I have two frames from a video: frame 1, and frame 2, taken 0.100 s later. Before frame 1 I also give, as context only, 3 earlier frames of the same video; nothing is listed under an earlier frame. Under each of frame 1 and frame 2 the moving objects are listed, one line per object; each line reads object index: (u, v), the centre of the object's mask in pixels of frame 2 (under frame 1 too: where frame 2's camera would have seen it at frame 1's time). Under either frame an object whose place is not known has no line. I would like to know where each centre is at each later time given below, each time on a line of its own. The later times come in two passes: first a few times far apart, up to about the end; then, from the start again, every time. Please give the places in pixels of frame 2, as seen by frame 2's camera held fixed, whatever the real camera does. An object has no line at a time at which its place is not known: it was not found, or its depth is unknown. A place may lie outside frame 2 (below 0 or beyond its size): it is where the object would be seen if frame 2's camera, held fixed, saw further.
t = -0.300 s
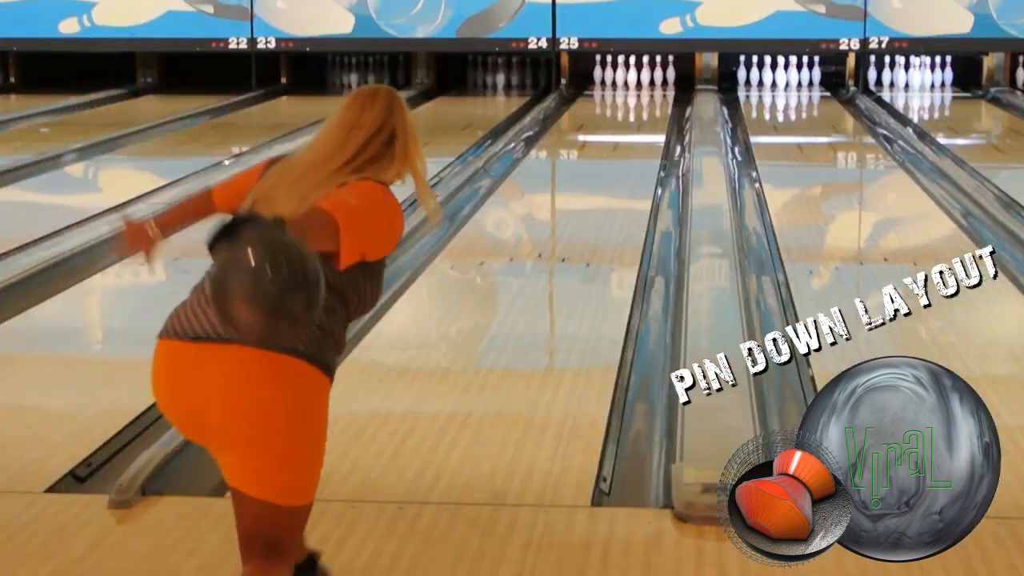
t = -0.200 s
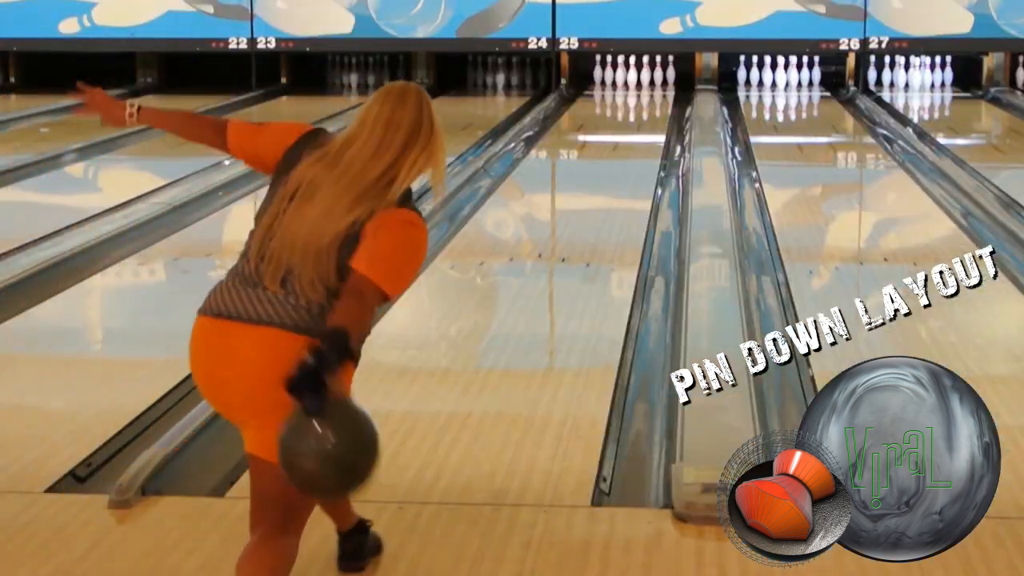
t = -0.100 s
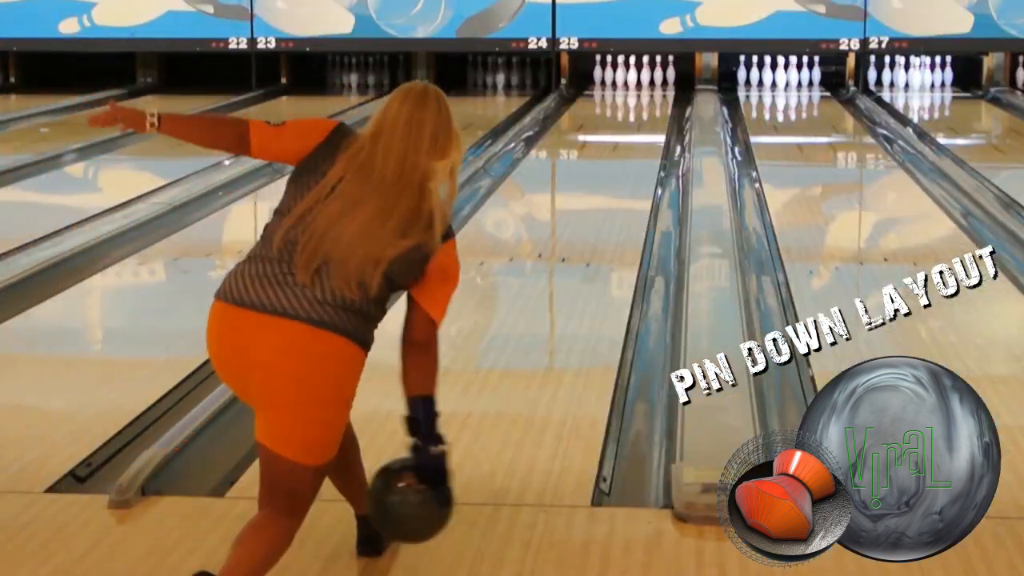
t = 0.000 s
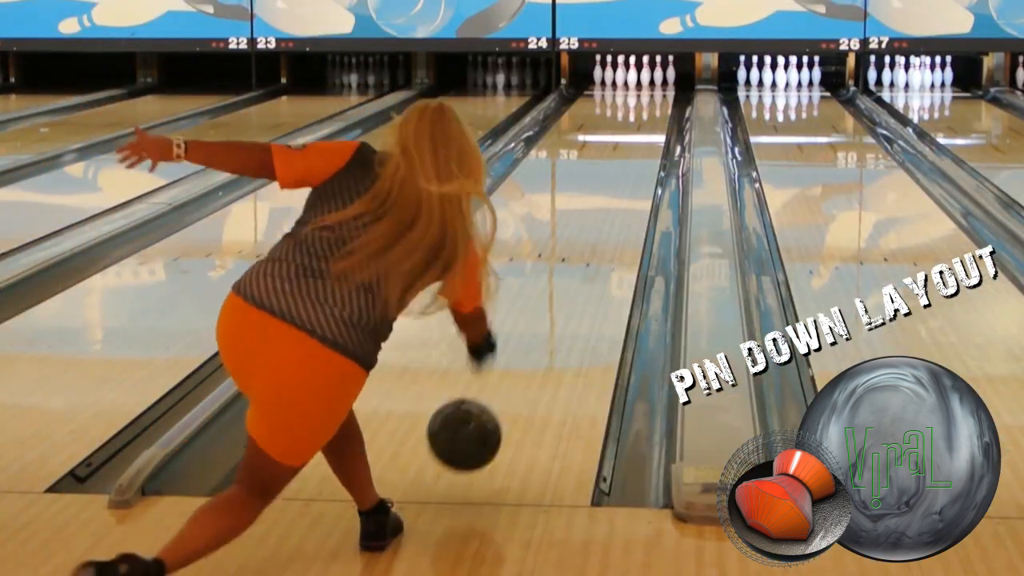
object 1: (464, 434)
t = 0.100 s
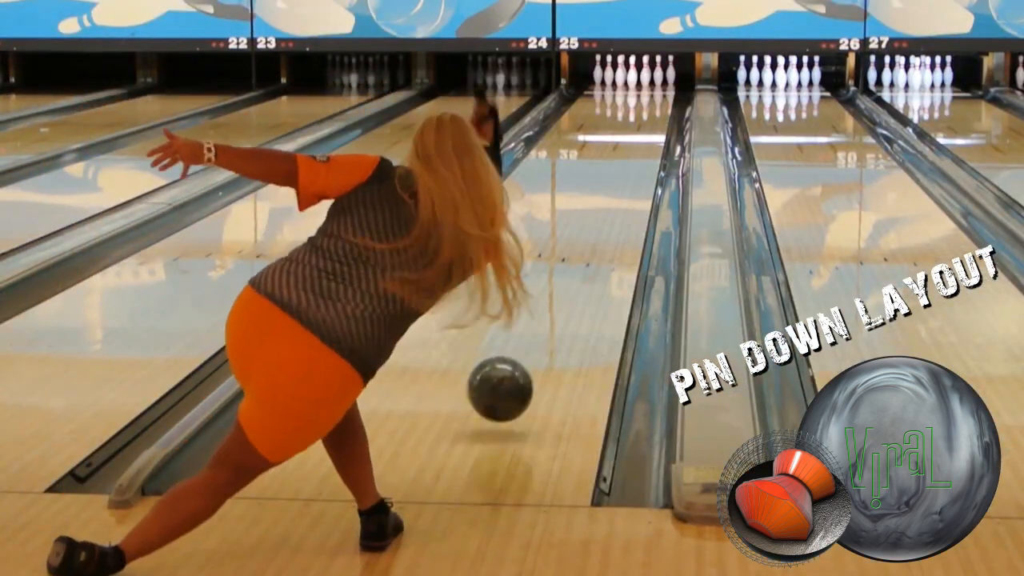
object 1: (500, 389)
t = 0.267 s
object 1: (544, 329)
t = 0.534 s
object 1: (588, 252)
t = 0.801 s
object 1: (617, 202)
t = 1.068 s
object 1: (634, 167)
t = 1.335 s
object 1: (646, 142)
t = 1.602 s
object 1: (652, 122)
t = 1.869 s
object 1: (654, 106)
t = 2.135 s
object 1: (651, 94)
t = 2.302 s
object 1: (646, 88)
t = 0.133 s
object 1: (510, 382)
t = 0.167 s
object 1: (520, 369)
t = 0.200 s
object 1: (528, 354)
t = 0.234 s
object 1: (536, 342)
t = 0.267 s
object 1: (544, 329)
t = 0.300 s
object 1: (550, 317)
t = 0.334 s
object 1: (557, 306)
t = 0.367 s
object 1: (563, 296)
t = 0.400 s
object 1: (569, 286)
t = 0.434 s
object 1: (574, 277)
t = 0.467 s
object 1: (579, 268)
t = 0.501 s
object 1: (584, 260)
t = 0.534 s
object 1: (588, 252)
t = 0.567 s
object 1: (593, 245)
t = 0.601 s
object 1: (597, 238)
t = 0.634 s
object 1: (600, 231)
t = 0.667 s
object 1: (604, 225)
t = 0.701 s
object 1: (607, 219)
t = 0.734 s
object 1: (610, 213)
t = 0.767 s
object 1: (613, 208)
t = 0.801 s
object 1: (617, 202)
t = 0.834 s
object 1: (619, 197)
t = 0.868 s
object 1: (622, 192)
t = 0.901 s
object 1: (624, 187)
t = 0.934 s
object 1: (626, 183)
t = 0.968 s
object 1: (629, 179)
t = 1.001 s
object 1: (631, 174)
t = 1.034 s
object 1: (633, 171)
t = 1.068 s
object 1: (634, 167)
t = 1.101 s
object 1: (636, 164)
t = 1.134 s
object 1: (638, 160)
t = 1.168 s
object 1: (639, 157)
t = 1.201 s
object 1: (641, 153)
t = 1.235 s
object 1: (642, 150)
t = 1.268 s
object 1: (643, 147)
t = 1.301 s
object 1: (644, 145)
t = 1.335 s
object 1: (646, 142)
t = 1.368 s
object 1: (646, 139)
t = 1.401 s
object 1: (647, 136)
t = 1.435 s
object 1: (648, 133)
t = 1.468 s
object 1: (649, 131)
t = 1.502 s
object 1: (650, 128)
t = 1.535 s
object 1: (651, 126)
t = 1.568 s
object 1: (651, 123)
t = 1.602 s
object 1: (652, 122)
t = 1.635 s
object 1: (653, 119)
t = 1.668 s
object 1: (653, 117)
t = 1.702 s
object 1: (654, 116)
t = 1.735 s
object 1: (654, 113)
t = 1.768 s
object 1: (654, 111)
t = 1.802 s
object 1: (654, 109)
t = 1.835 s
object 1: (654, 108)
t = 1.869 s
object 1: (654, 106)
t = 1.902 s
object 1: (654, 105)
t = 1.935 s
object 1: (654, 103)
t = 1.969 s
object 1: (654, 101)
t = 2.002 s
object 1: (654, 99)
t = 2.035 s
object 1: (653, 98)
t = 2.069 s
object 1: (652, 97)
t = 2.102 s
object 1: (652, 95)
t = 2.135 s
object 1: (651, 94)
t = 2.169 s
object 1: (651, 93)
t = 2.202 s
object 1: (650, 91)
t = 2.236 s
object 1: (649, 90)
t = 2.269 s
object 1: (648, 89)
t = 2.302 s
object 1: (646, 88)
